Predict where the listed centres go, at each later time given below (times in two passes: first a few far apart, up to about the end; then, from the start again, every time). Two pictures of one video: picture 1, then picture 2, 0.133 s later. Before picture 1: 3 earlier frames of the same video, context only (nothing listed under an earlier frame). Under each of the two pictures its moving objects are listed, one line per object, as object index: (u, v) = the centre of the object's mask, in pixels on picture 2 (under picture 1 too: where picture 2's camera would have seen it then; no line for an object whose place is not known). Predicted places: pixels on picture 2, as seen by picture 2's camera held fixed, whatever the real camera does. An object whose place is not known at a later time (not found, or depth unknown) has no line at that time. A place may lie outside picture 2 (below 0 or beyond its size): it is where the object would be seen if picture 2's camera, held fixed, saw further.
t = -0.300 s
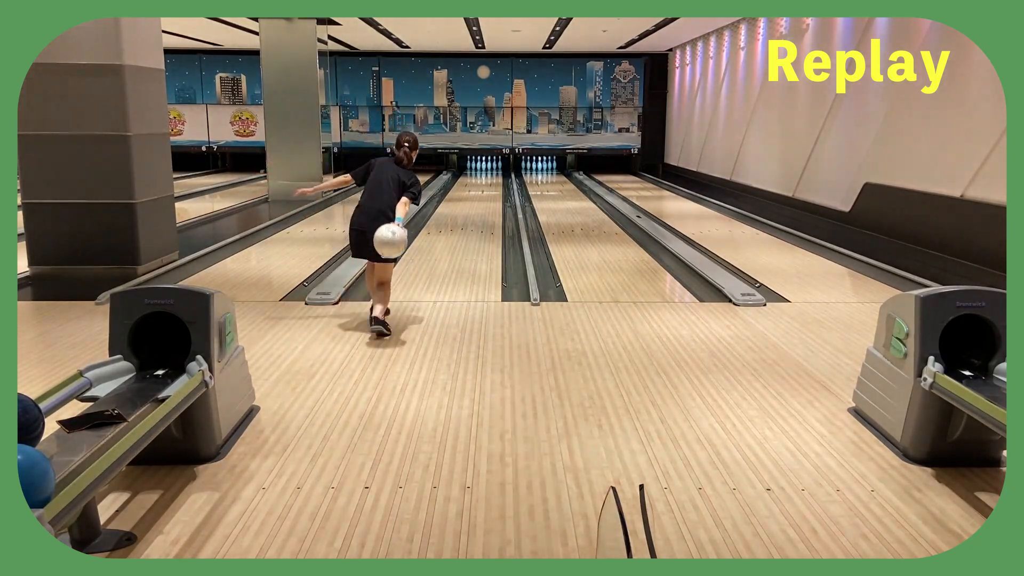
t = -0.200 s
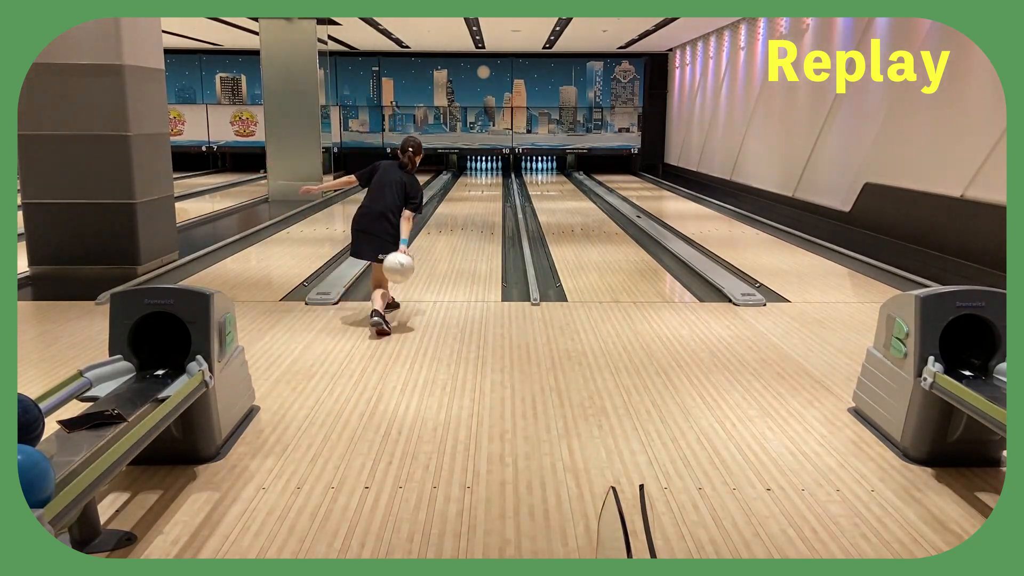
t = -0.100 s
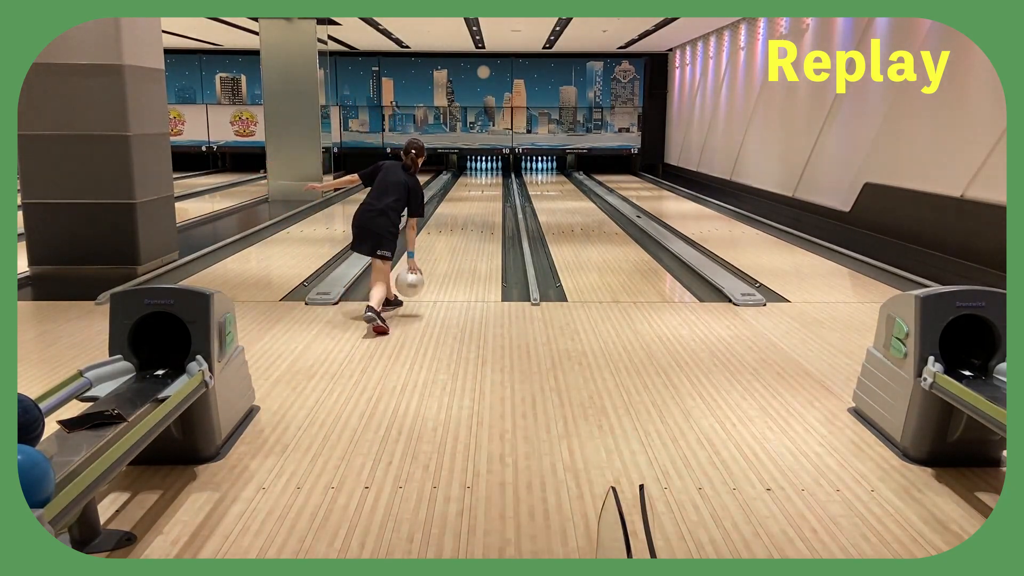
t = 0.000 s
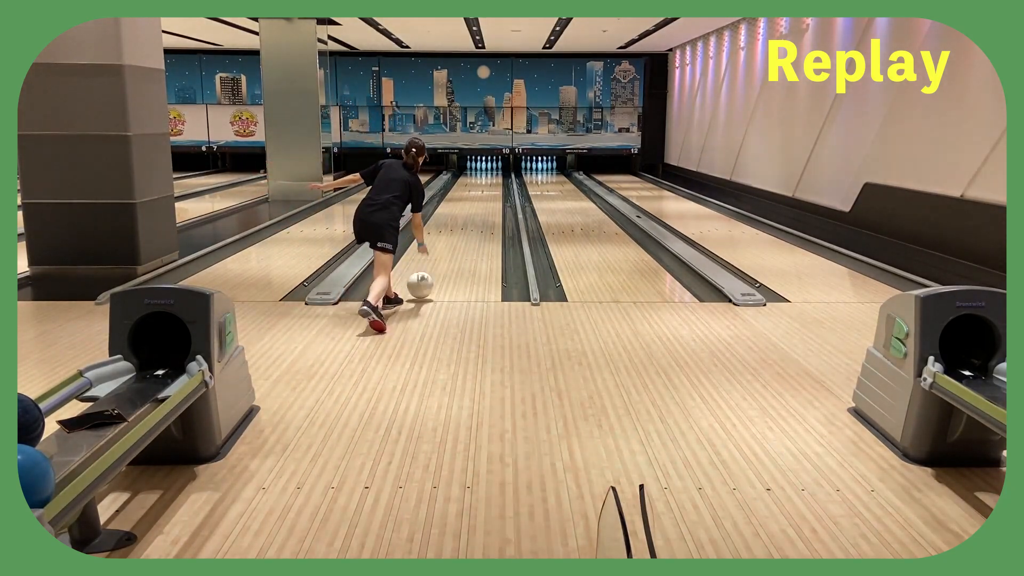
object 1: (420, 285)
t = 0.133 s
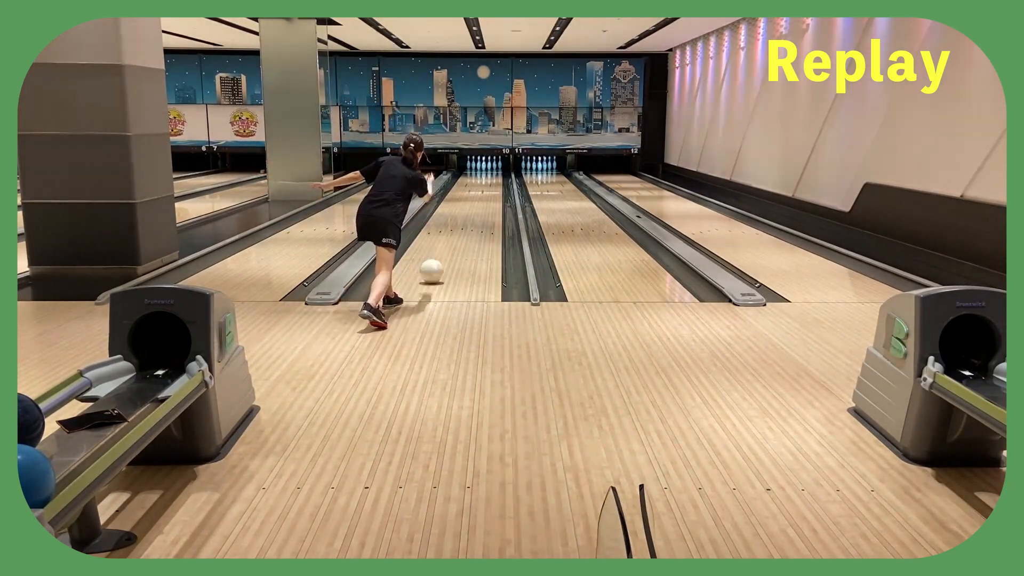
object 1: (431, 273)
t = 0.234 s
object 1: (438, 262)
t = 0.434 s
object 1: (450, 245)
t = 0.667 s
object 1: (461, 231)
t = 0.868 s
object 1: (467, 220)
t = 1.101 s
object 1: (475, 210)
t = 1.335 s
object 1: (480, 202)
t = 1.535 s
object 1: (484, 197)
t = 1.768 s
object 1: (488, 191)
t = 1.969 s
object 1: (491, 187)
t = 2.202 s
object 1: (494, 183)
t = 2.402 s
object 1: (496, 179)
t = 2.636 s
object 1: (498, 176)
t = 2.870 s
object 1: (500, 173)
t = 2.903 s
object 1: (500, 172)
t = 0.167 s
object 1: (434, 269)
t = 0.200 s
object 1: (436, 265)
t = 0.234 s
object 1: (438, 262)
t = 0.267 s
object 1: (440, 259)
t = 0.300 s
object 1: (443, 256)
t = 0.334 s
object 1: (444, 253)
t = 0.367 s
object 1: (447, 251)
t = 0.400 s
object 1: (449, 248)
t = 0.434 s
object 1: (450, 245)
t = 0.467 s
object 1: (452, 243)
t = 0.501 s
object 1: (454, 241)
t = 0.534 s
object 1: (455, 238)
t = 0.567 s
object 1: (457, 236)
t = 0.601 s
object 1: (458, 234)
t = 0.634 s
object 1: (460, 232)
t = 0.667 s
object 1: (461, 231)
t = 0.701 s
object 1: (462, 228)
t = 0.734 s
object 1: (463, 227)
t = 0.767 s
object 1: (465, 225)
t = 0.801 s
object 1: (465, 223)
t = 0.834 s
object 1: (467, 222)
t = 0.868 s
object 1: (467, 220)
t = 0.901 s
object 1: (469, 219)
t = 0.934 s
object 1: (470, 217)
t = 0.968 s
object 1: (471, 215)
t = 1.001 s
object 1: (472, 214)
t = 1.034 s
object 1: (473, 213)
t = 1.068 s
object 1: (474, 212)
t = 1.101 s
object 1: (475, 210)
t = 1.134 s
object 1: (476, 209)
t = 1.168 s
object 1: (477, 208)
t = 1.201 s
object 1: (478, 206)
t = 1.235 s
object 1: (478, 205)
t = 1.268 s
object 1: (479, 204)
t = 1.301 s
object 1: (479, 203)
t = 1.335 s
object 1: (480, 202)
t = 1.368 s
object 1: (481, 201)
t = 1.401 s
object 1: (482, 200)
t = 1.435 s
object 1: (482, 199)
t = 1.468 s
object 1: (483, 198)
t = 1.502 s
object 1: (484, 197)
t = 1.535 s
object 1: (484, 197)
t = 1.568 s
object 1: (484, 196)
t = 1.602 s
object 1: (485, 195)
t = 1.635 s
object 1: (486, 194)
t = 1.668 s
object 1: (487, 194)
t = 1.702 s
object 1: (487, 193)
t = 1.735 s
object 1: (488, 192)
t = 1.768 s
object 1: (488, 191)
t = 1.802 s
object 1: (488, 190)
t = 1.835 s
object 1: (489, 189)
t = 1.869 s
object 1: (489, 189)
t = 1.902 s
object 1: (490, 188)
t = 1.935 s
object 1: (490, 187)
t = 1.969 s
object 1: (491, 187)
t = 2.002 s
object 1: (491, 186)
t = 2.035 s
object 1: (492, 186)
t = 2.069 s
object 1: (492, 185)
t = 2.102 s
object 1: (493, 184)
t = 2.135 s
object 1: (493, 184)
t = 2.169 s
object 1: (494, 183)
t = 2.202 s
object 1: (494, 183)
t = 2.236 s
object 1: (494, 182)
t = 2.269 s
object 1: (494, 181)
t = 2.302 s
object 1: (495, 181)
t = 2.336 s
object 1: (495, 180)
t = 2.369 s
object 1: (495, 180)
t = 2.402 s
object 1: (496, 179)
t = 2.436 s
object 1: (496, 179)
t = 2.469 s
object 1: (496, 179)
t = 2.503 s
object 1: (497, 178)
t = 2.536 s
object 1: (497, 177)
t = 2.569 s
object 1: (498, 177)
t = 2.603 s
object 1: (498, 176)
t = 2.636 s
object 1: (498, 176)
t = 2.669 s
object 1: (498, 175)
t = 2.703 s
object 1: (498, 175)
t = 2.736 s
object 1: (499, 174)
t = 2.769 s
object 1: (499, 174)
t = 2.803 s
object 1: (500, 173)
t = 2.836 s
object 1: (500, 173)
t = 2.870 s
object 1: (500, 173)
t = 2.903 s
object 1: (500, 172)
